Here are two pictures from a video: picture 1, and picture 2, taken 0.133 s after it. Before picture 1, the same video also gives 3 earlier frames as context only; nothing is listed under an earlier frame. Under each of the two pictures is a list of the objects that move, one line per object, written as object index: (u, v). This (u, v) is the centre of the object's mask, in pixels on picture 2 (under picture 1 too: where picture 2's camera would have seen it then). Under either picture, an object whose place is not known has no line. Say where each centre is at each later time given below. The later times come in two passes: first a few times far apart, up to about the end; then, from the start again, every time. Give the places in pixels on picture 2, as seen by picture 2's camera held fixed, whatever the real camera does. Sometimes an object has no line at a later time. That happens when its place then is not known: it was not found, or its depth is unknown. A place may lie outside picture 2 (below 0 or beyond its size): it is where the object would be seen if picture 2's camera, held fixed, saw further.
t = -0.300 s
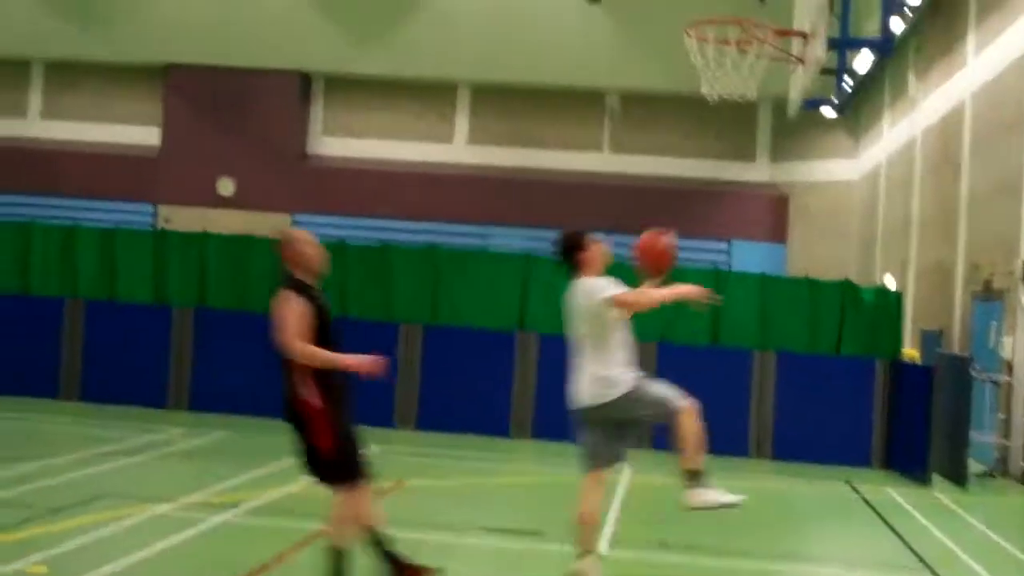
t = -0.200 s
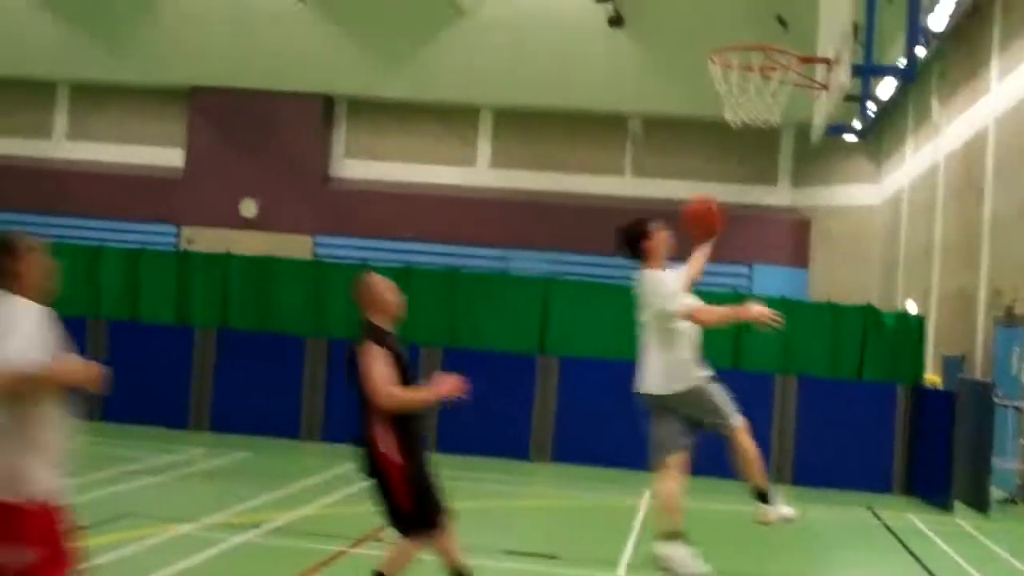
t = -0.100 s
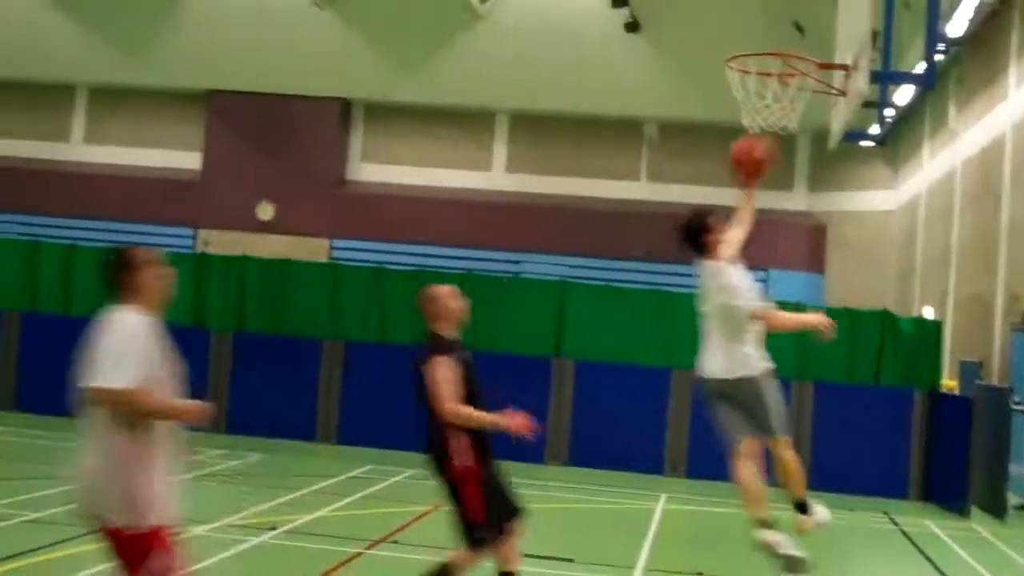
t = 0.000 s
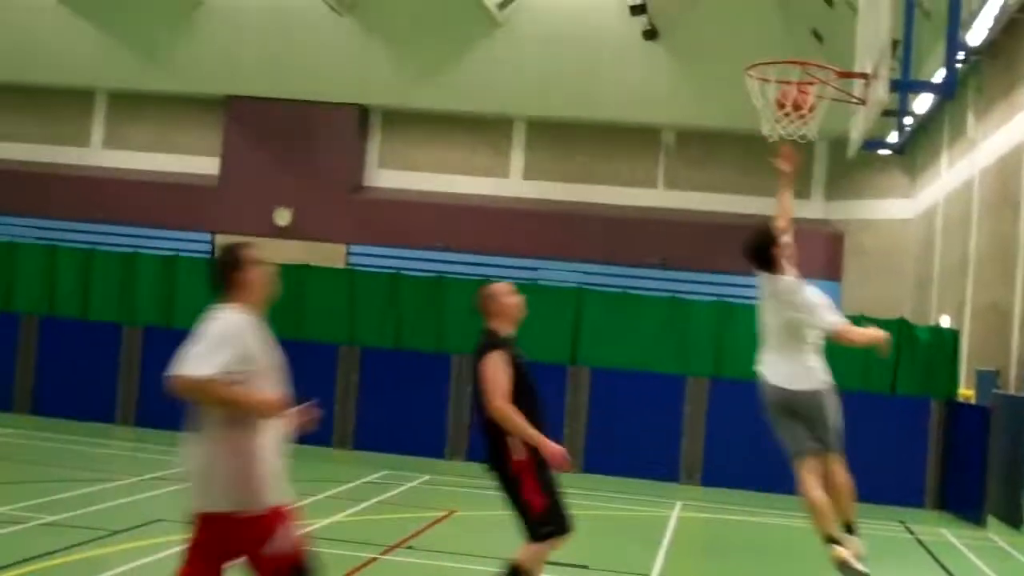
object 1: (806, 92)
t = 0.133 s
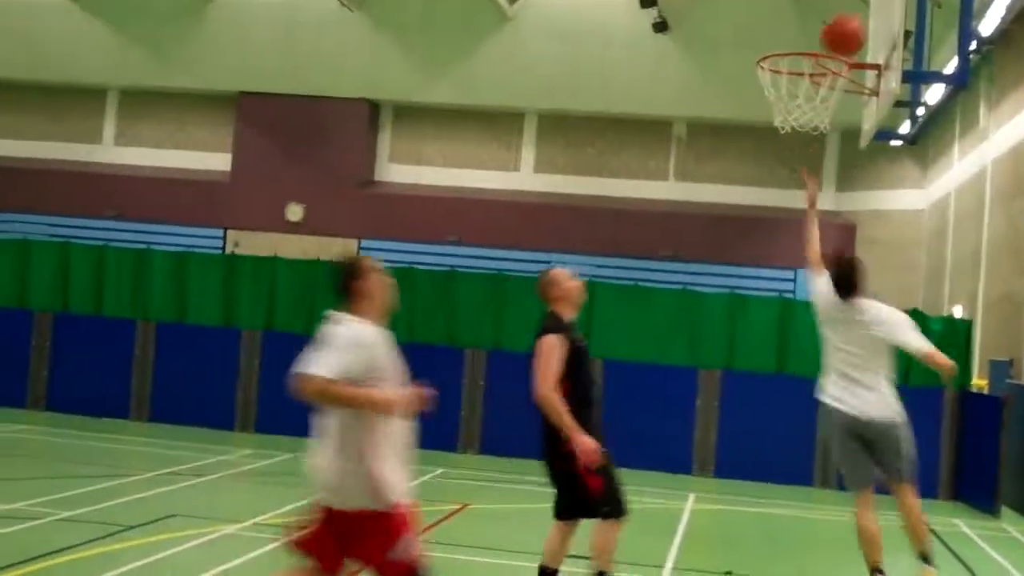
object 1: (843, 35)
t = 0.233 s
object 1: (847, 20)
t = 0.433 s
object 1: (813, 37)
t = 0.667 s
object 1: (765, 145)
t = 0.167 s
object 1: (851, 25)
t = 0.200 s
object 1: (853, 20)
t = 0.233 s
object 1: (847, 20)
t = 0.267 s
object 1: (842, 22)
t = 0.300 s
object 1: (837, 24)
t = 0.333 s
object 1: (830, 28)
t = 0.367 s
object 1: (826, 30)
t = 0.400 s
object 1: (817, 32)
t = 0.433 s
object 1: (813, 37)
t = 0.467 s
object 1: (807, 41)
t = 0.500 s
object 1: (801, 52)
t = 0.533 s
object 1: (789, 69)
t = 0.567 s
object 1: (782, 82)
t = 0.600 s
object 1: (778, 101)
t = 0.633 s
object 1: (767, 125)
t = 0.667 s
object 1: (765, 145)
